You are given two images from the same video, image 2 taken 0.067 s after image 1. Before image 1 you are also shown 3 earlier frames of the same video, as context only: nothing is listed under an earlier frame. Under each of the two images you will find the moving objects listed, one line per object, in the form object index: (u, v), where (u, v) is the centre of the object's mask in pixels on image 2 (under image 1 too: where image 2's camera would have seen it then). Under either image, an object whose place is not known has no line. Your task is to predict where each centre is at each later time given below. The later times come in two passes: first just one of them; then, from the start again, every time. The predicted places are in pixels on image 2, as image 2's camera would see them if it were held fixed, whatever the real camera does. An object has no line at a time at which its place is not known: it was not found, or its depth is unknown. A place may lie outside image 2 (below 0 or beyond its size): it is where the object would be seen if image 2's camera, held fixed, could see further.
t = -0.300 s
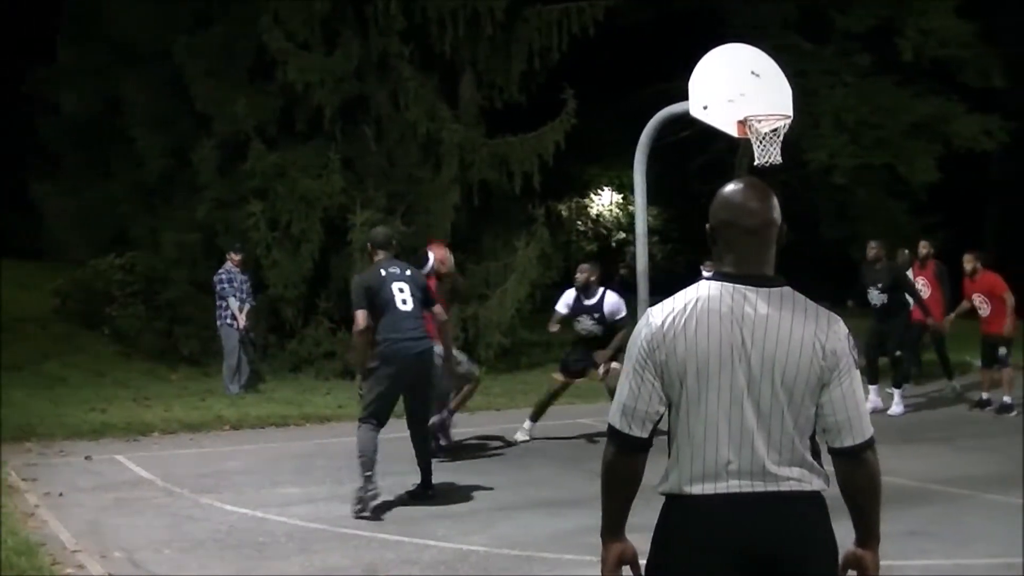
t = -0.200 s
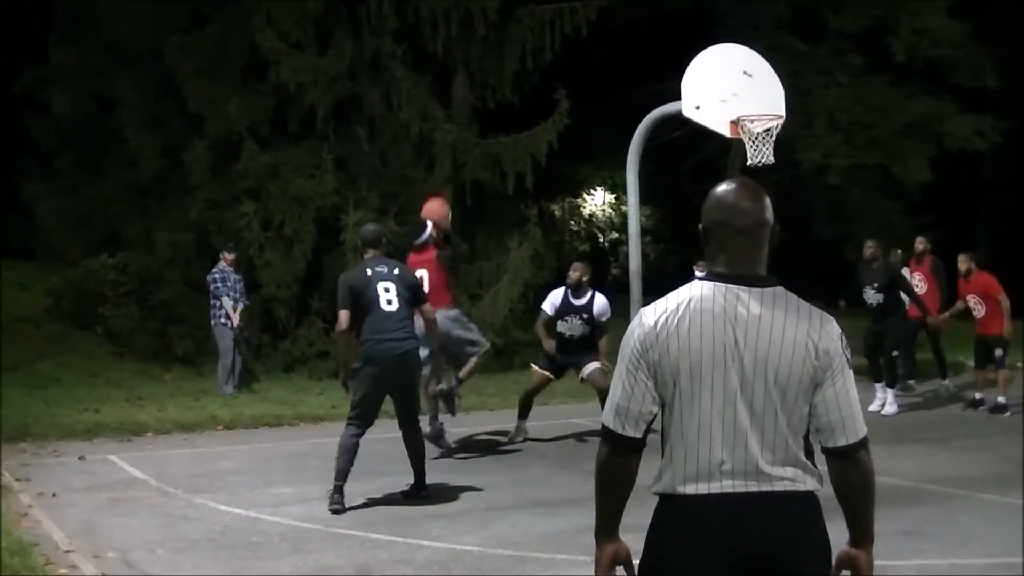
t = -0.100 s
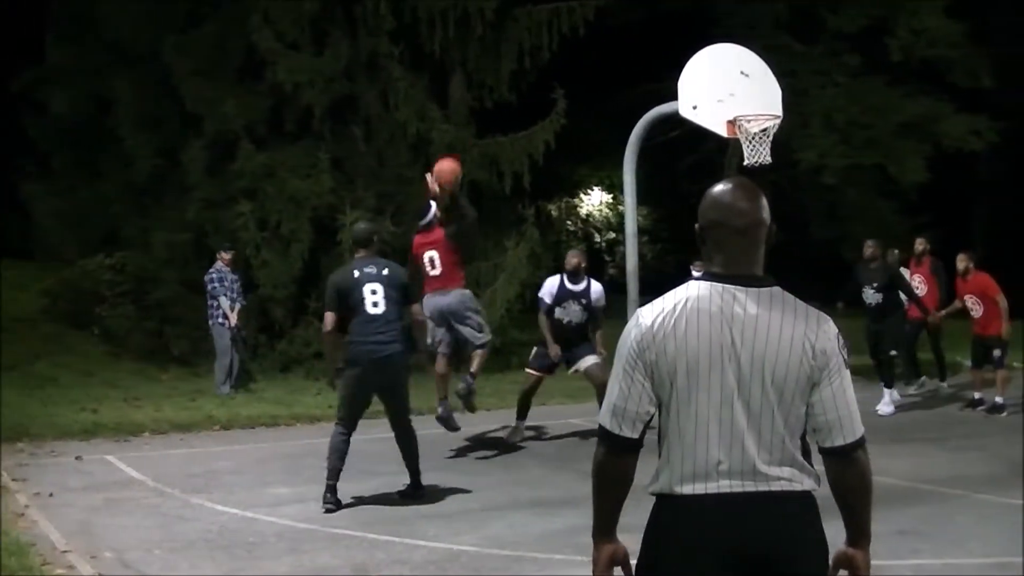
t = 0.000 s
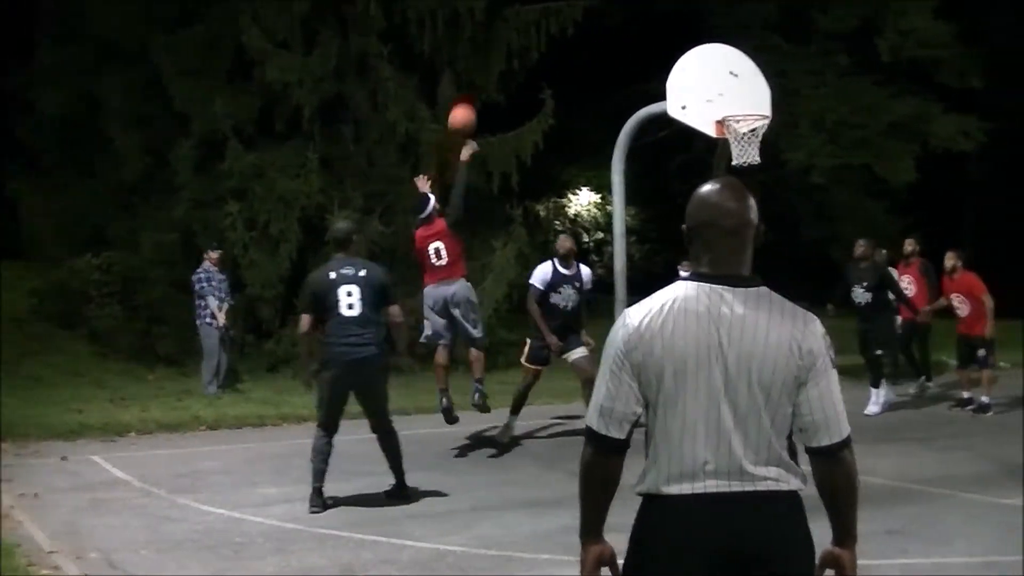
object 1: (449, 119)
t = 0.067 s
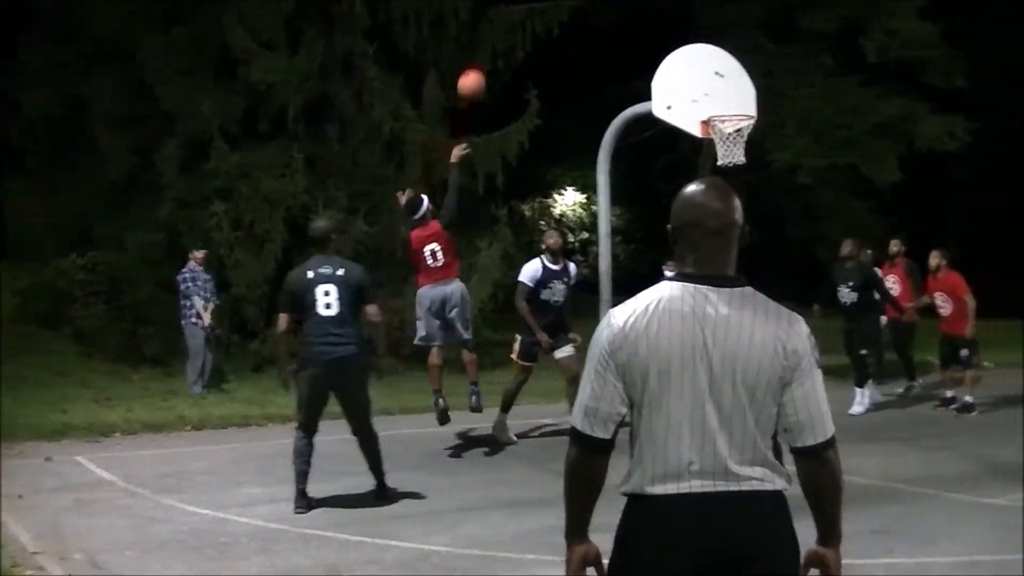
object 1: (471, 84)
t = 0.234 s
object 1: (521, 24)
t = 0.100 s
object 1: (483, 69)
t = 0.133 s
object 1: (491, 56)
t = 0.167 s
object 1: (502, 44)
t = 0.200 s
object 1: (513, 33)
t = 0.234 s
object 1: (521, 24)
